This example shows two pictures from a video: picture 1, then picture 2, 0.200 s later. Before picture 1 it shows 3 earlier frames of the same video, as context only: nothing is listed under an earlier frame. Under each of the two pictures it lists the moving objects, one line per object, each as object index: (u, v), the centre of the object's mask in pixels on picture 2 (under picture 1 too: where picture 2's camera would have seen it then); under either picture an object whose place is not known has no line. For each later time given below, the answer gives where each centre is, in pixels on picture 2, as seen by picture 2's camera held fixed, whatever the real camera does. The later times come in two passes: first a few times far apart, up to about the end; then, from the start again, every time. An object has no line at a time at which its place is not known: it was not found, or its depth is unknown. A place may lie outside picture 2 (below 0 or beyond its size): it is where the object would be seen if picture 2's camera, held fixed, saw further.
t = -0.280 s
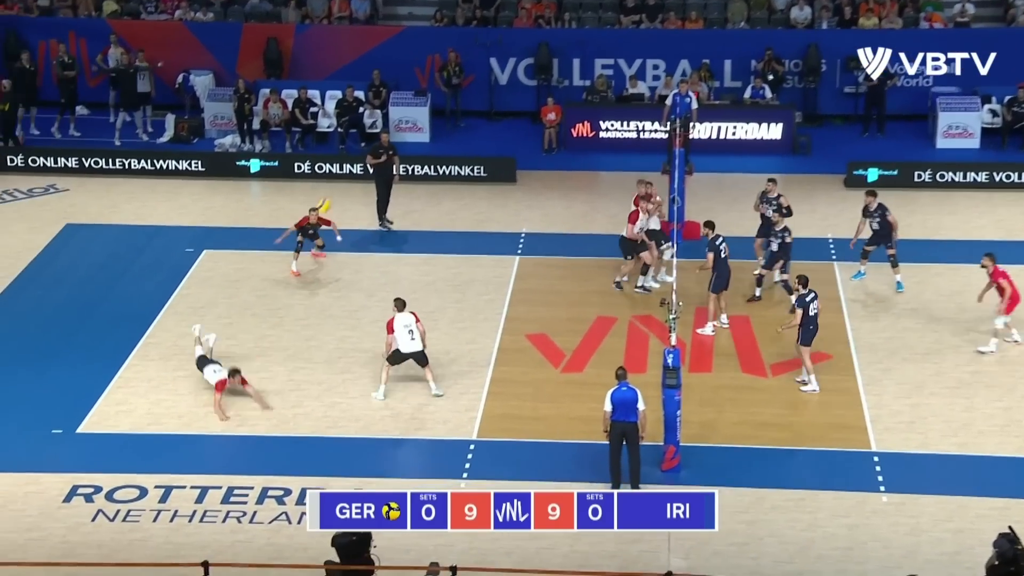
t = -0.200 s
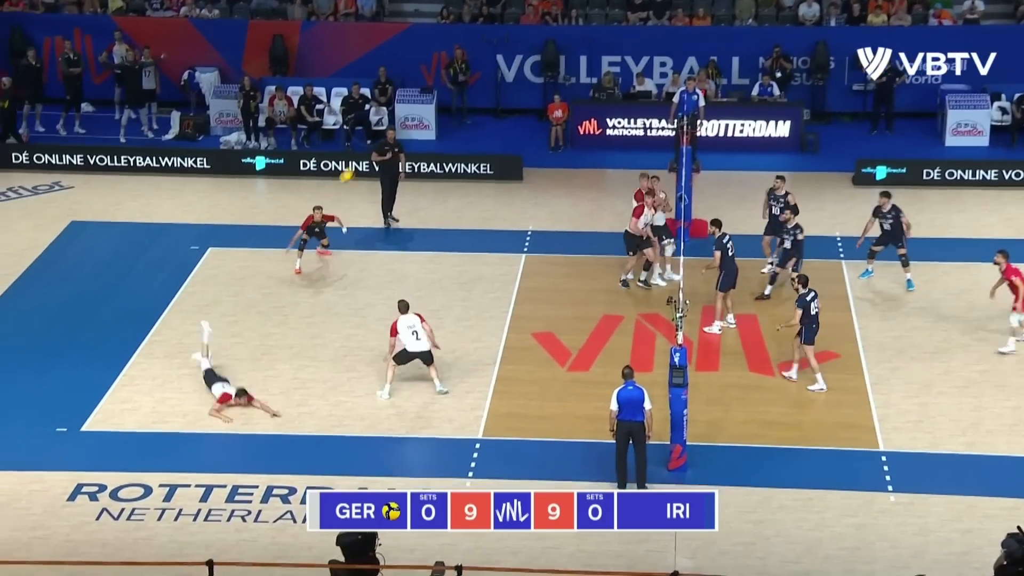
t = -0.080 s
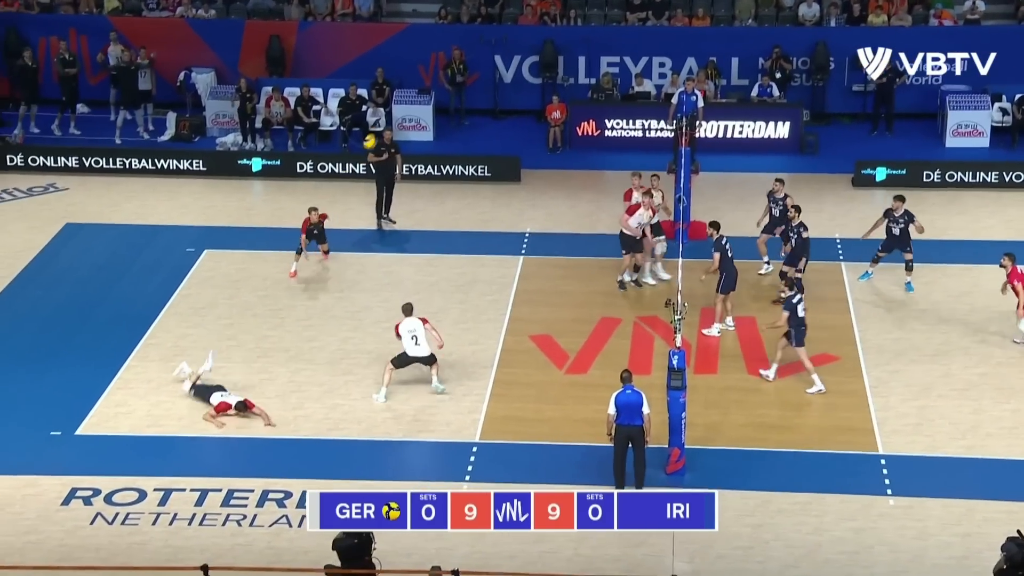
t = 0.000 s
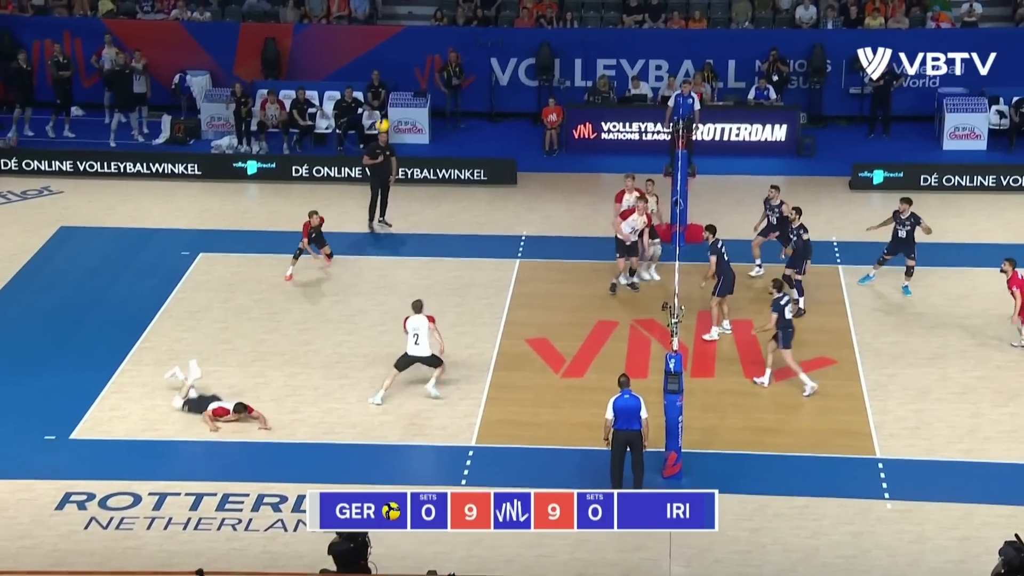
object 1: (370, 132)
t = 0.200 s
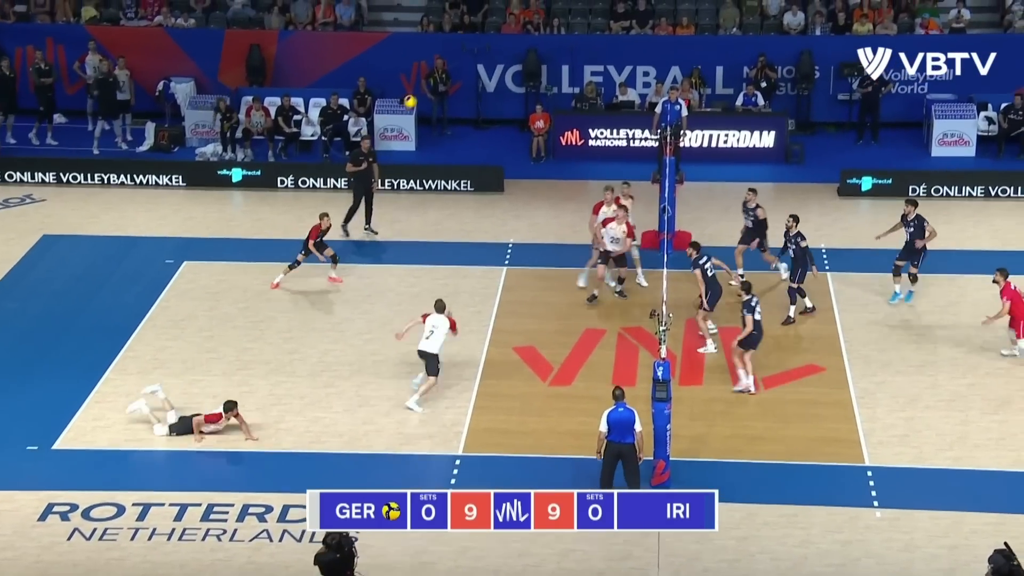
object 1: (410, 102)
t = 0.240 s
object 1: (418, 98)
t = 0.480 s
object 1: (463, 99)
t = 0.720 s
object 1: (505, 130)
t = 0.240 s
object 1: (418, 98)
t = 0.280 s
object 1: (425, 96)
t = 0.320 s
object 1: (433, 95)
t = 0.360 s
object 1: (440, 95)
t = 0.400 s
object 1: (448, 95)
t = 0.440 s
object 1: (455, 96)
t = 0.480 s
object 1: (463, 99)
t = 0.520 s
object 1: (470, 101)
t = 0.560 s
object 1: (477, 106)
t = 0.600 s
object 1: (484, 111)
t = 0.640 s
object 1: (491, 117)
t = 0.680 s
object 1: (498, 123)
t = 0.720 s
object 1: (505, 130)
